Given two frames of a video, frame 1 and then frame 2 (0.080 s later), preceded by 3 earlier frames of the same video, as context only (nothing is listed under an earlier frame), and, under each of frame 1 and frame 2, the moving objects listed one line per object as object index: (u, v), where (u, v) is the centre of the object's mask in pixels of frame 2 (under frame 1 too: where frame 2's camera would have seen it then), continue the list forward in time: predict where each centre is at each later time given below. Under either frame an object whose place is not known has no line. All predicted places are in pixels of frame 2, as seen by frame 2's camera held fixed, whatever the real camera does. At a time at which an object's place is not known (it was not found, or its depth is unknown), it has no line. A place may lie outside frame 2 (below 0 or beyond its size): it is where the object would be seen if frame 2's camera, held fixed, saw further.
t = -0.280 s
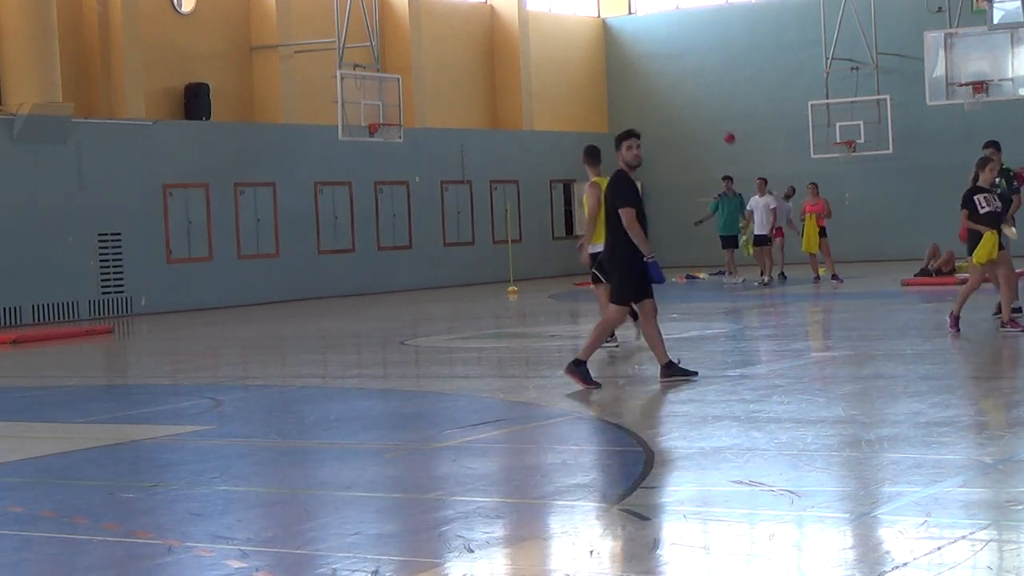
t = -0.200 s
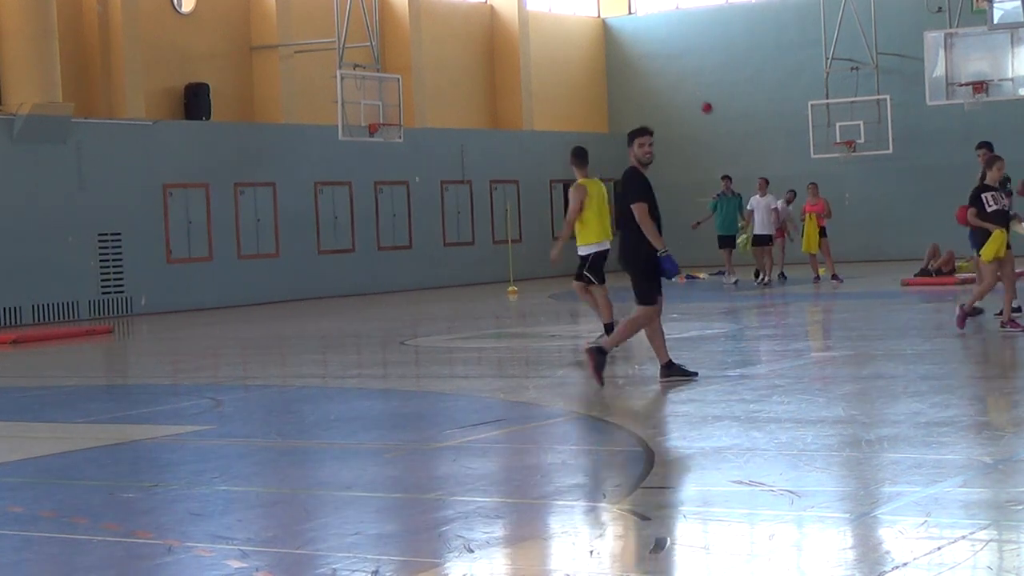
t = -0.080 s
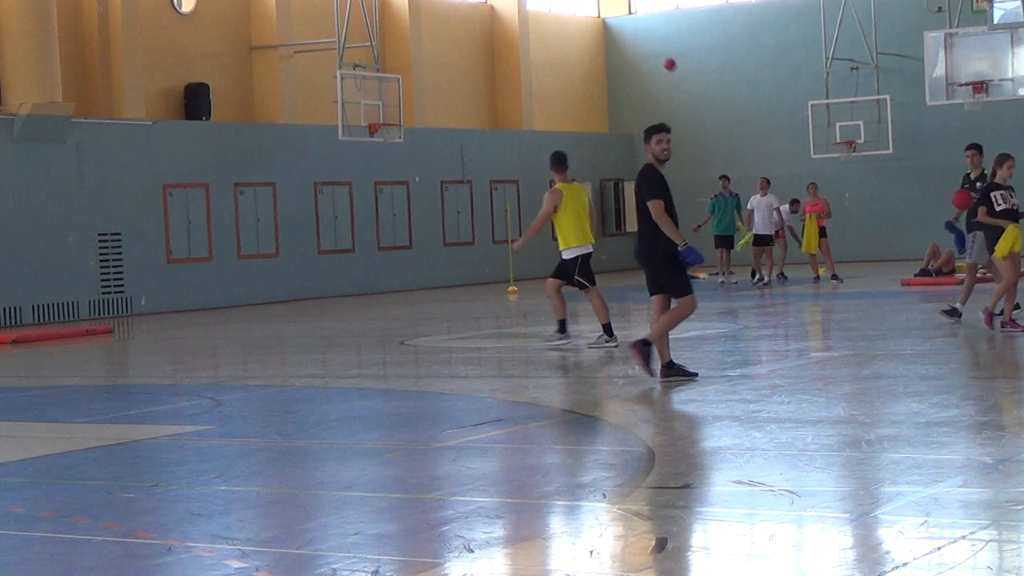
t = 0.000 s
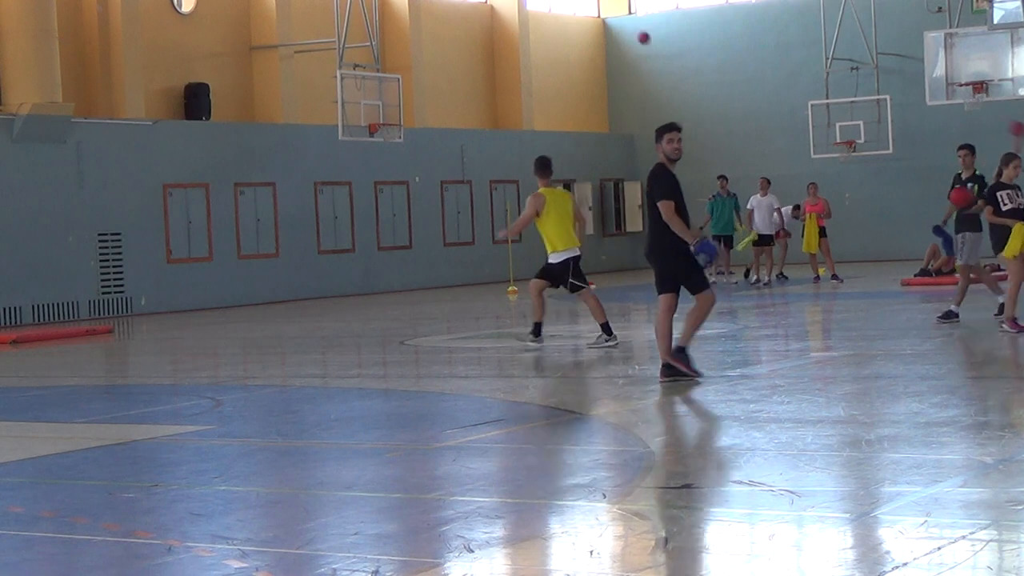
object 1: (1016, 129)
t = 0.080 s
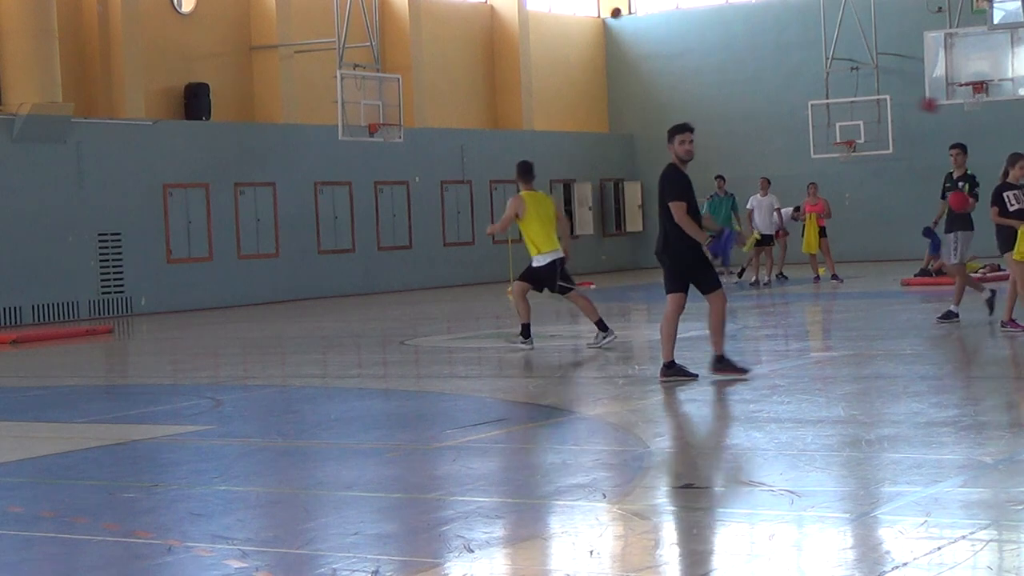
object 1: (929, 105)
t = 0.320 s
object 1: (646, 57)
